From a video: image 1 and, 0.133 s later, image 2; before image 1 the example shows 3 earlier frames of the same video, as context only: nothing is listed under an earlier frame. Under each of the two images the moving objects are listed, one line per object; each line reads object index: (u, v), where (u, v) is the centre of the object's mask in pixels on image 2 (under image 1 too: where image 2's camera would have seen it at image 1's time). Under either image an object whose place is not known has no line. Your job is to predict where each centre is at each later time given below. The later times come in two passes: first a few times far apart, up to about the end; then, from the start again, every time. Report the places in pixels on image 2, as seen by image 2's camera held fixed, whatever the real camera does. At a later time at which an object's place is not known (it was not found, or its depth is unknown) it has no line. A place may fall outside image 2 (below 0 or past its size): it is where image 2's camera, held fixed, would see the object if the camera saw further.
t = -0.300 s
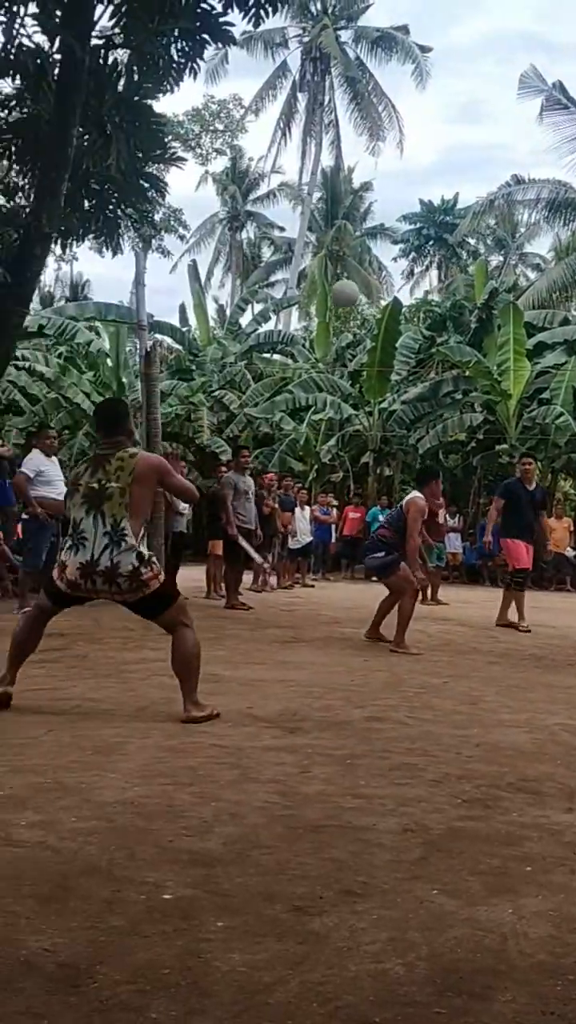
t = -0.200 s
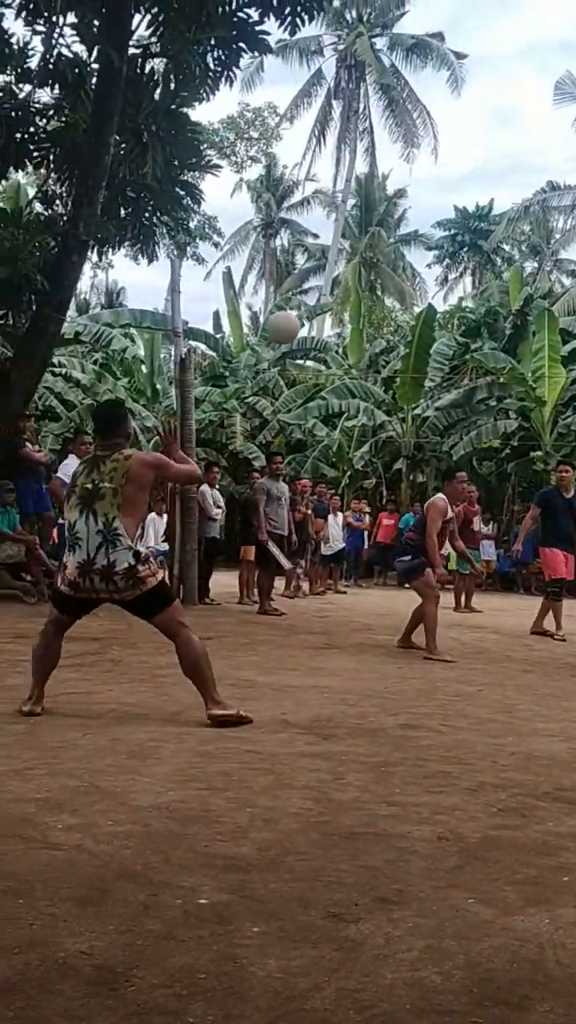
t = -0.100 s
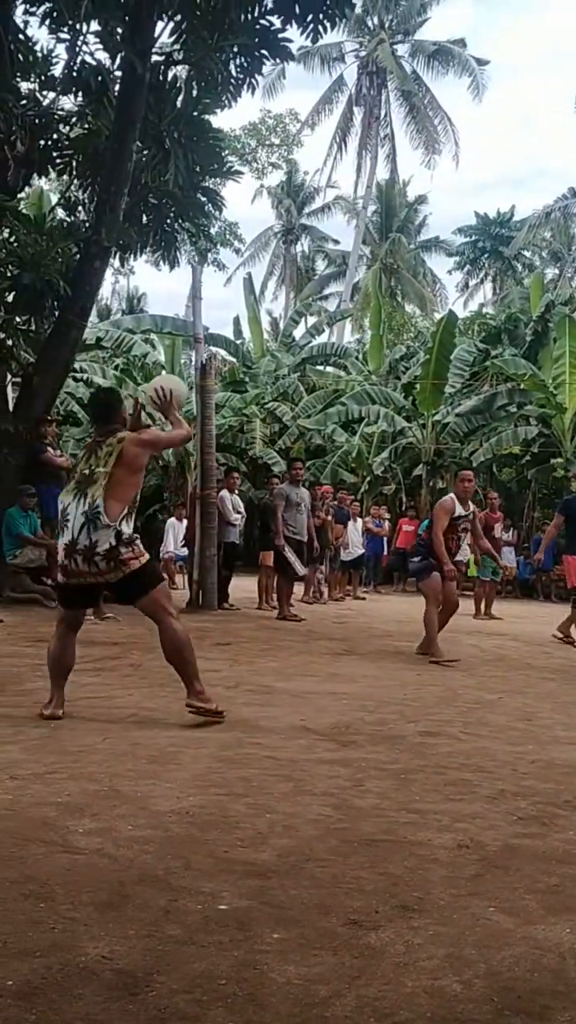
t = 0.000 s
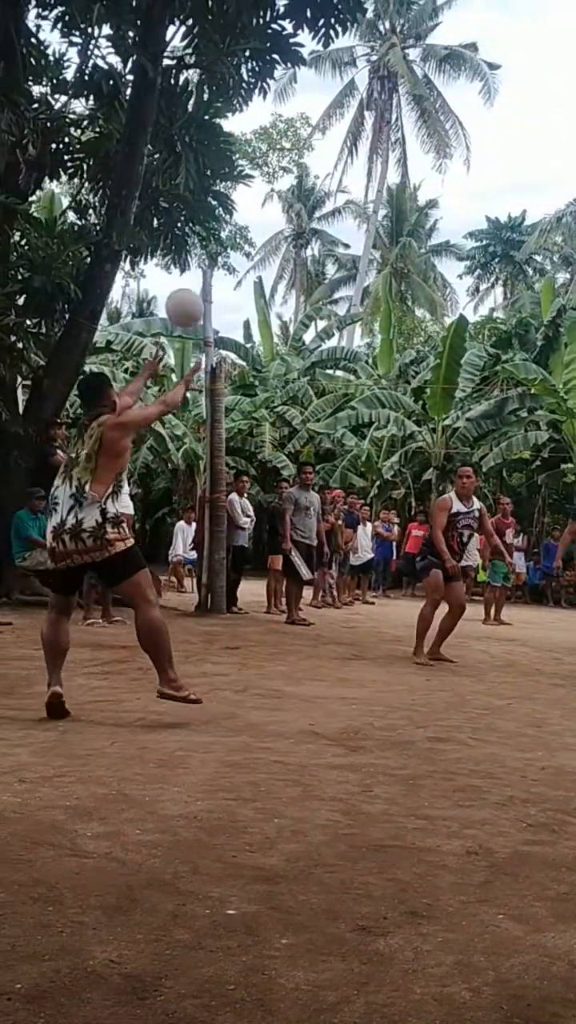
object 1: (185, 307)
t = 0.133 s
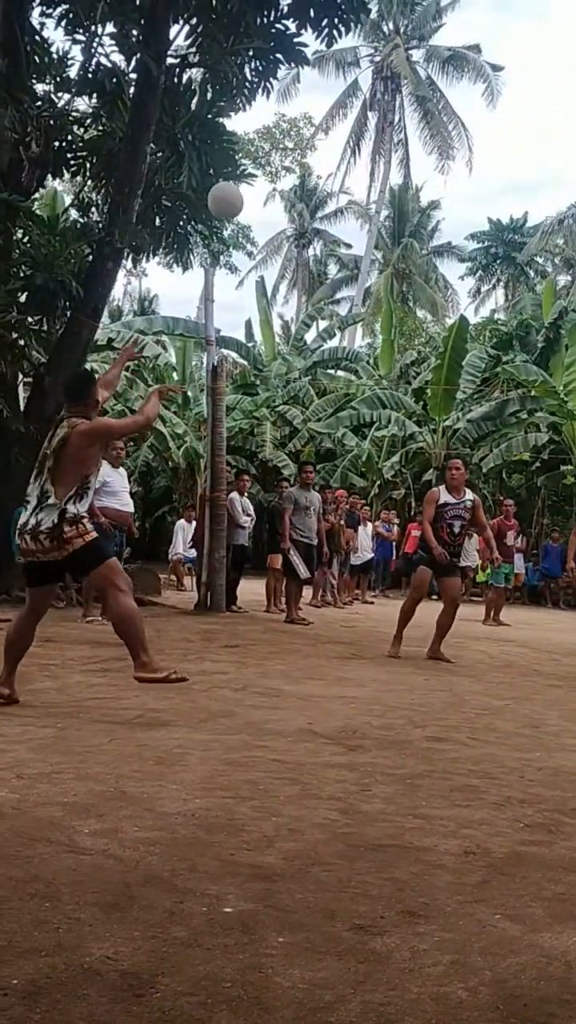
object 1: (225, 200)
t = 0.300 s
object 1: (266, 128)
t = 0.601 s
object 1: (317, 122)
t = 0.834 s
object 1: (345, 201)
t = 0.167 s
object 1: (234, 181)
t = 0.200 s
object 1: (242, 164)
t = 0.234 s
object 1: (251, 150)
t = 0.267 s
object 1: (258, 139)
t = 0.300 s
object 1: (266, 128)
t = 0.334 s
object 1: (273, 120)
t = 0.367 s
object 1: (280, 114)
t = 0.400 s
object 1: (286, 111)
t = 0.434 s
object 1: (292, 107)
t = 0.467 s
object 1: (298, 107)
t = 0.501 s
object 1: (303, 108)
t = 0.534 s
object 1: (308, 111)
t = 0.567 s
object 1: (313, 116)
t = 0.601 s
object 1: (317, 122)
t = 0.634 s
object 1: (322, 129)
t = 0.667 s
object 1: (325, 138)
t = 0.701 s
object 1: (331, 148)
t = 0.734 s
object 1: (335, 159)
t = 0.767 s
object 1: (338, 171)
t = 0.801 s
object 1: (342, 186)
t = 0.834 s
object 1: (345, 201)
